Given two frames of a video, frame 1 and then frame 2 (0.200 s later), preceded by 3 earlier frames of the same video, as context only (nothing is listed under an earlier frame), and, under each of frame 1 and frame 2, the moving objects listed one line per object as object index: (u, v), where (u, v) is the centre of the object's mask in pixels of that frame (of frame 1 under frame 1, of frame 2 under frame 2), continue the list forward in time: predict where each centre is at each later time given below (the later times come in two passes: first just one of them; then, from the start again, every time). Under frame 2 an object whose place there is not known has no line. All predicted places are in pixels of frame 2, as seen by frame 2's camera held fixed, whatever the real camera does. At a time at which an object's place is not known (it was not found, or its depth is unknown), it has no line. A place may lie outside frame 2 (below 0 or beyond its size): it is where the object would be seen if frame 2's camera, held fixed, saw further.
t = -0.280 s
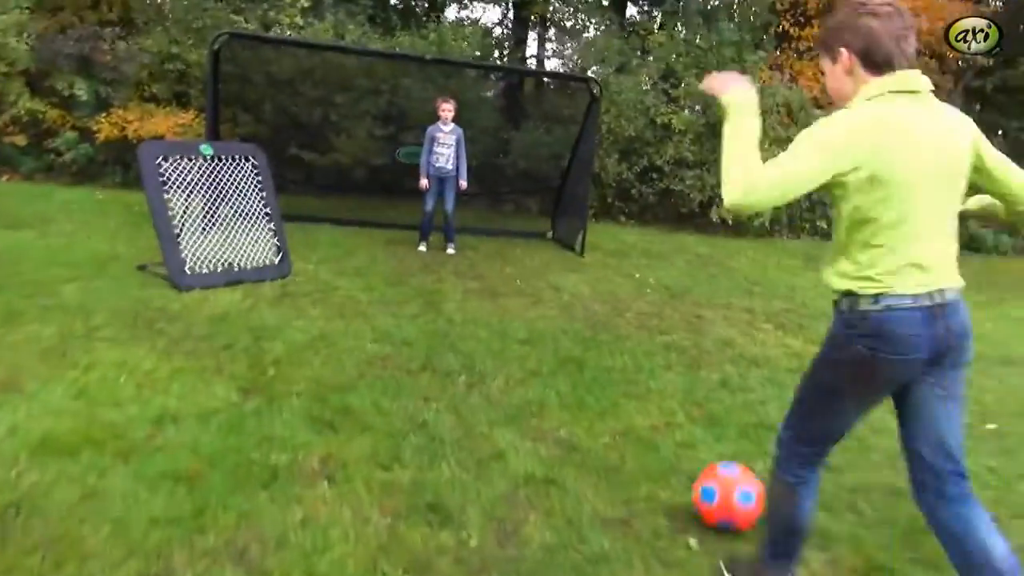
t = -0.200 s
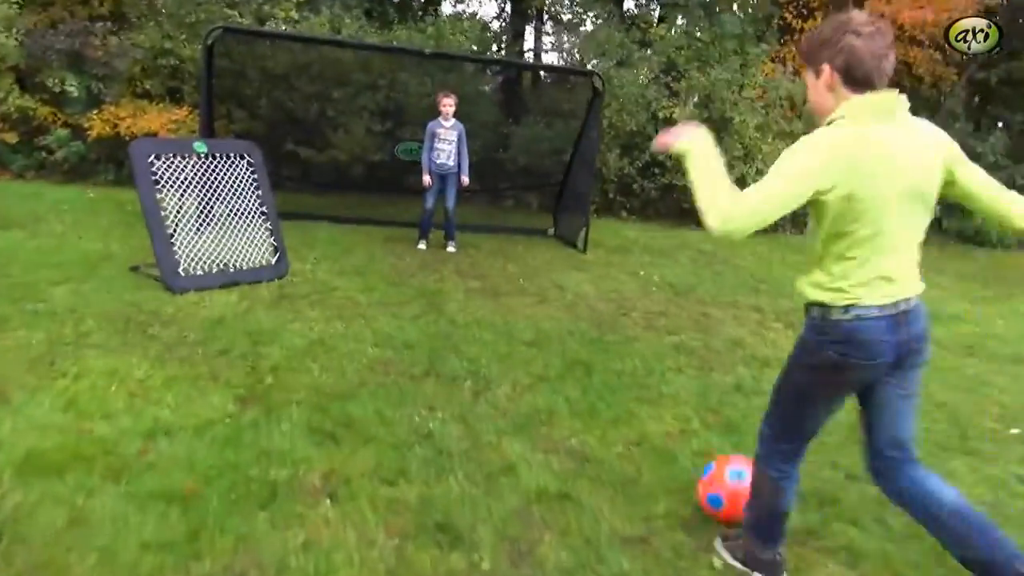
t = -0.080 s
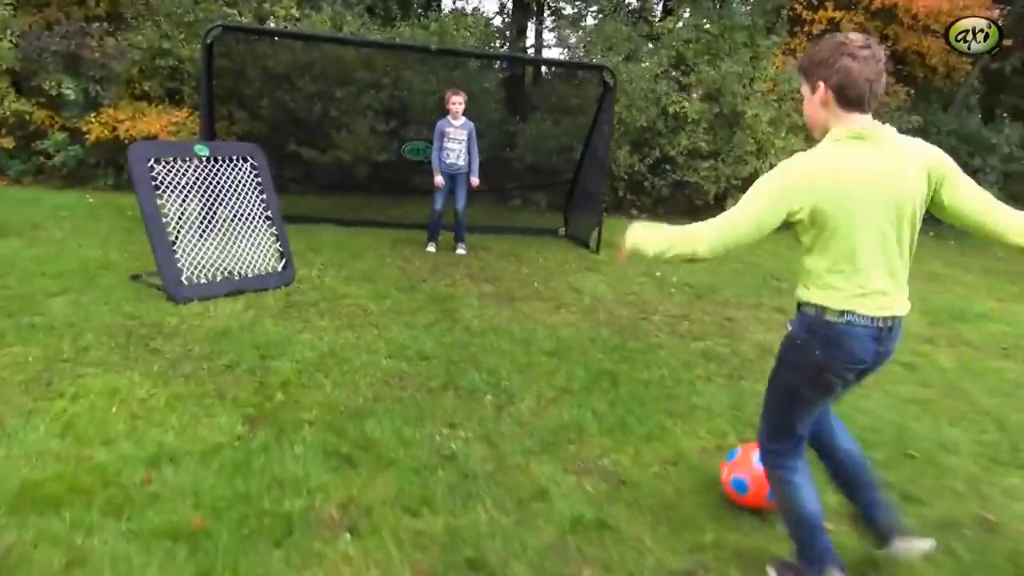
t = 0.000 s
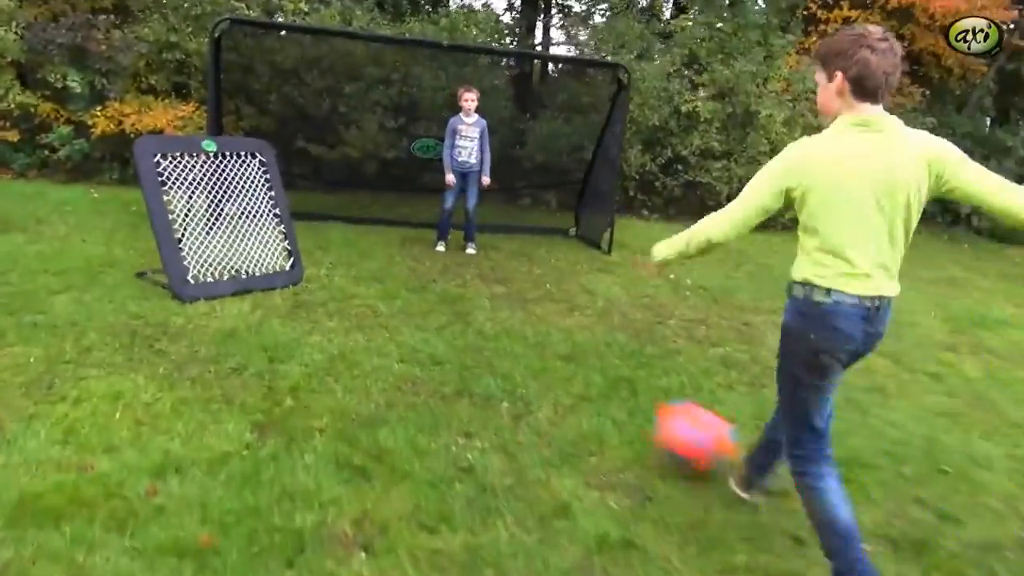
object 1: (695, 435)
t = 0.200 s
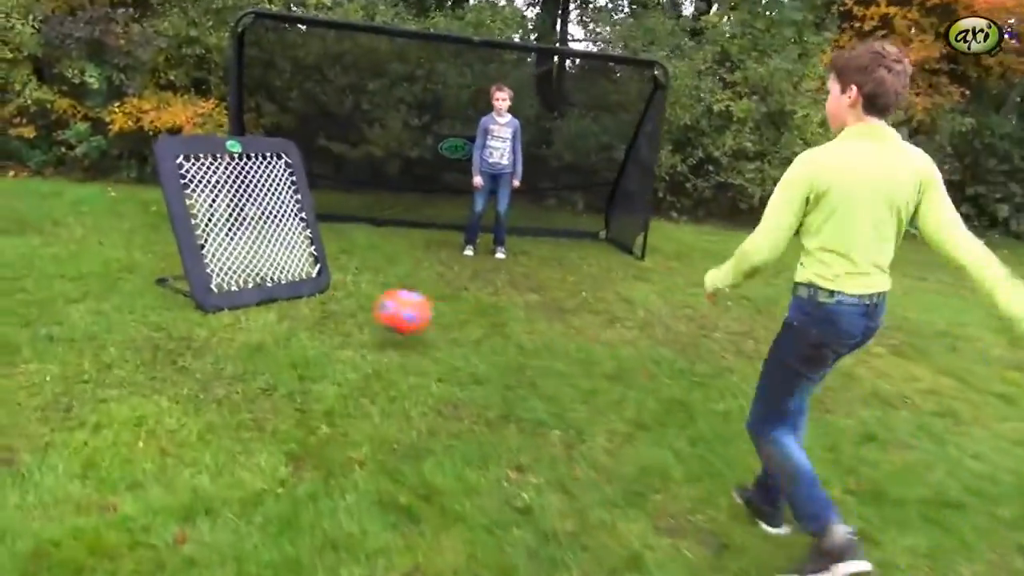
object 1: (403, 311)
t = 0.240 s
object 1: (357, 301)
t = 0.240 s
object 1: (357, 301)
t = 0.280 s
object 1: (318, 293)
